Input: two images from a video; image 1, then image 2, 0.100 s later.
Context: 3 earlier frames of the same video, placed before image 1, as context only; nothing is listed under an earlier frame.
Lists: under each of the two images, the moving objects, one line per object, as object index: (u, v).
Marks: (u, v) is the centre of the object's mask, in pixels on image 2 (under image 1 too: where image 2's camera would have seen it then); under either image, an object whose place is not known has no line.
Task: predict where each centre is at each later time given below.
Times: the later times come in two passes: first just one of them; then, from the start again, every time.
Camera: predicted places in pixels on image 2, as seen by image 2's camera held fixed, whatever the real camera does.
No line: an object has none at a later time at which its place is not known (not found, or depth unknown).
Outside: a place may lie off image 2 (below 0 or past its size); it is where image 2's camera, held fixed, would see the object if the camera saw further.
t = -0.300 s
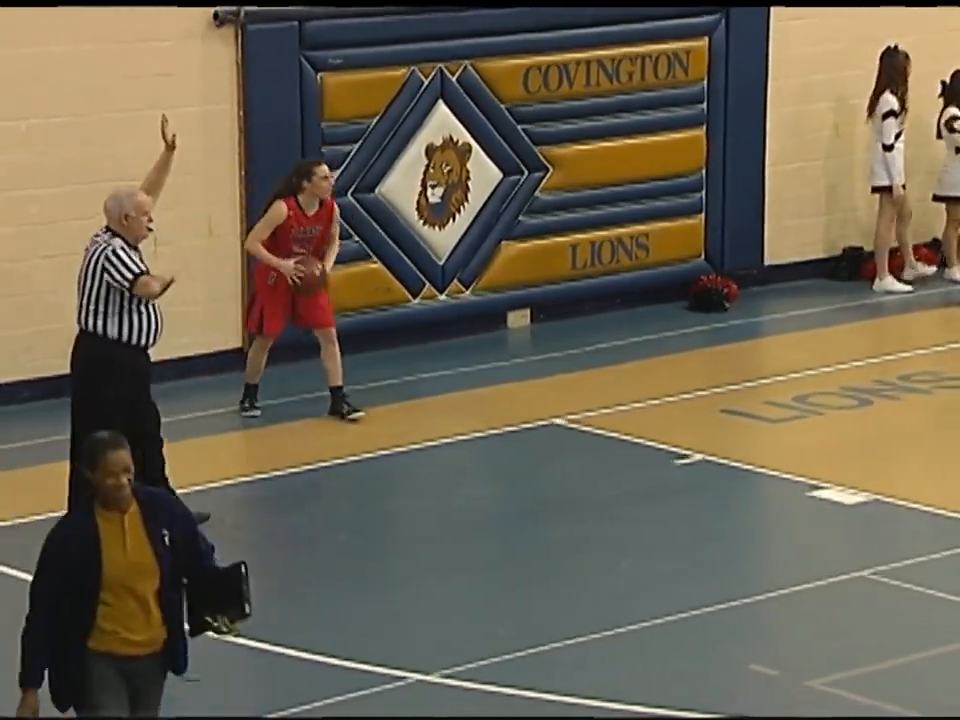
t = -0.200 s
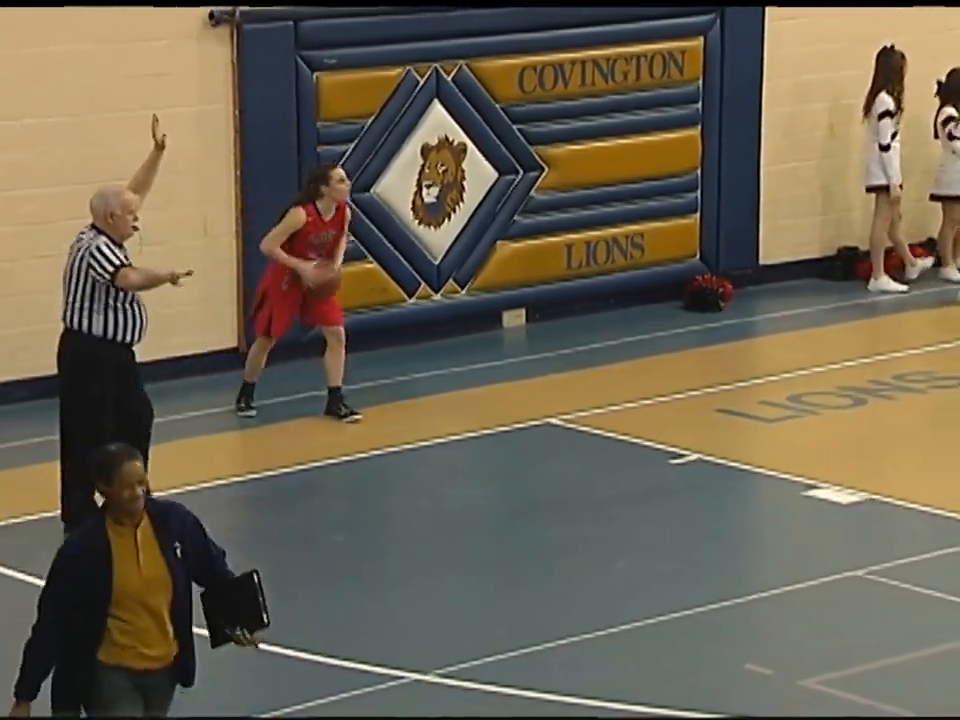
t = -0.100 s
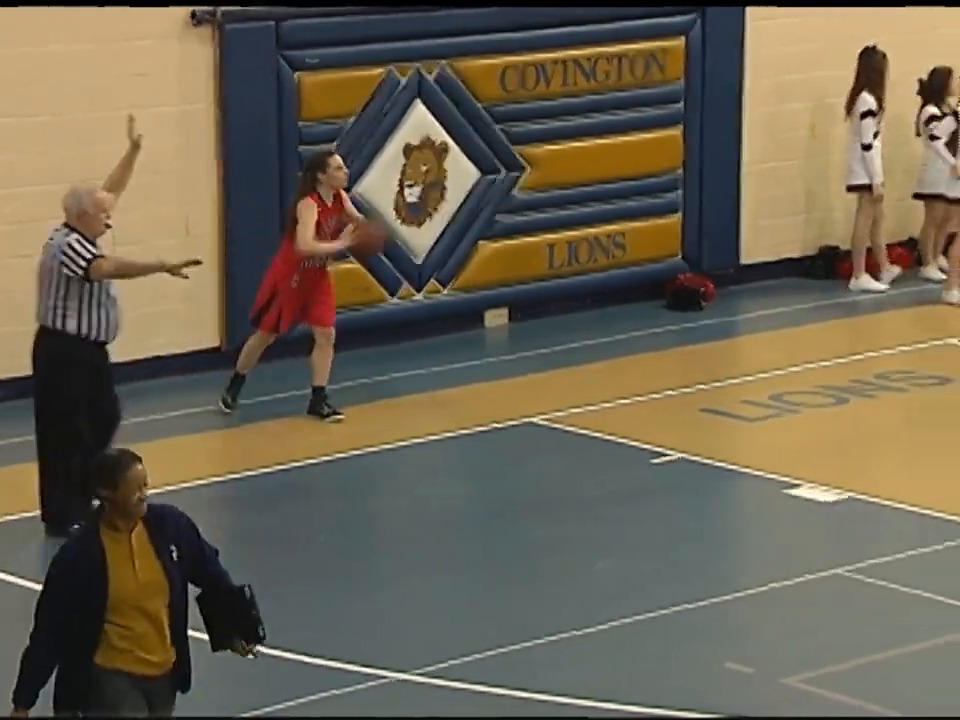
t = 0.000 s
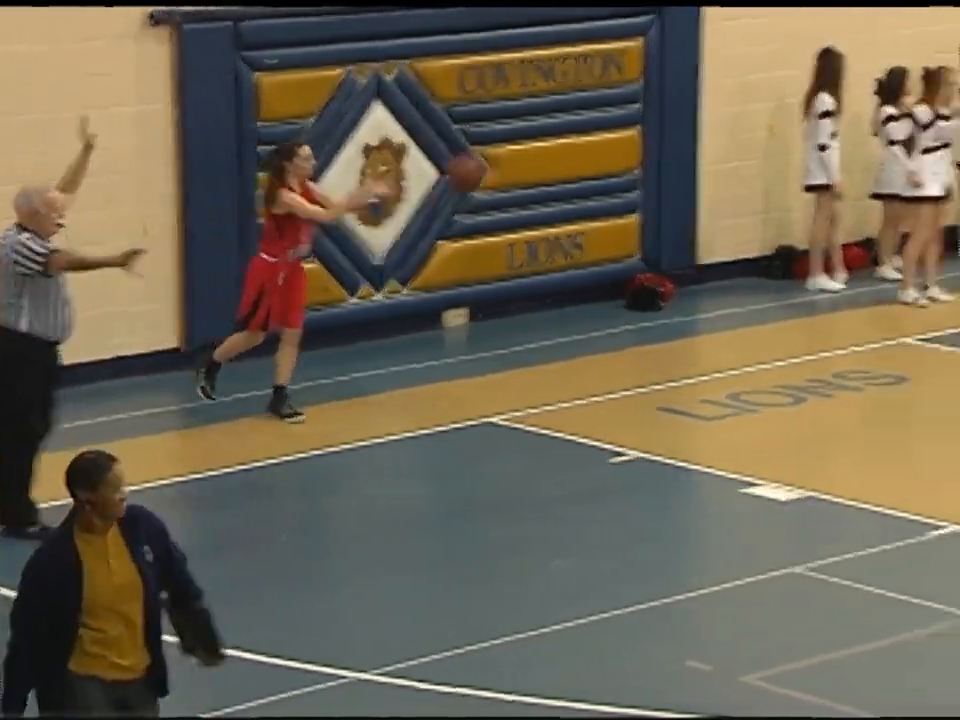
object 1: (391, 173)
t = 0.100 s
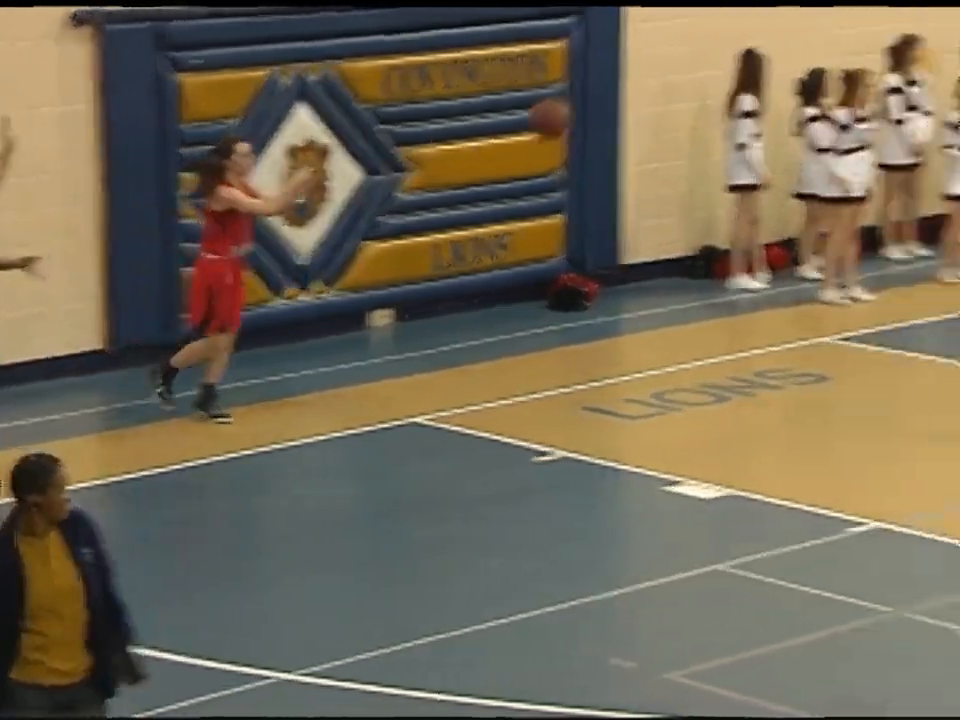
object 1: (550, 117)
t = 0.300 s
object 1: (875, 50)
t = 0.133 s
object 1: (604, 103)
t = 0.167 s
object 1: (657, 90)
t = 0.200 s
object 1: (711, 77)
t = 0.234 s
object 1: (769, 65)
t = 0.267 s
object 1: (819, 57)
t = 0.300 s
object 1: (875, 50)
